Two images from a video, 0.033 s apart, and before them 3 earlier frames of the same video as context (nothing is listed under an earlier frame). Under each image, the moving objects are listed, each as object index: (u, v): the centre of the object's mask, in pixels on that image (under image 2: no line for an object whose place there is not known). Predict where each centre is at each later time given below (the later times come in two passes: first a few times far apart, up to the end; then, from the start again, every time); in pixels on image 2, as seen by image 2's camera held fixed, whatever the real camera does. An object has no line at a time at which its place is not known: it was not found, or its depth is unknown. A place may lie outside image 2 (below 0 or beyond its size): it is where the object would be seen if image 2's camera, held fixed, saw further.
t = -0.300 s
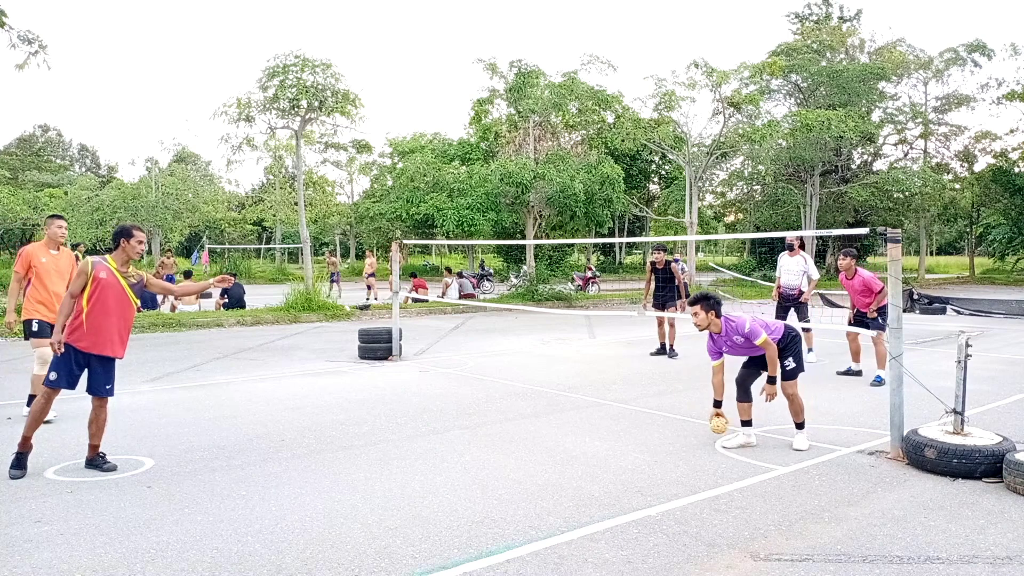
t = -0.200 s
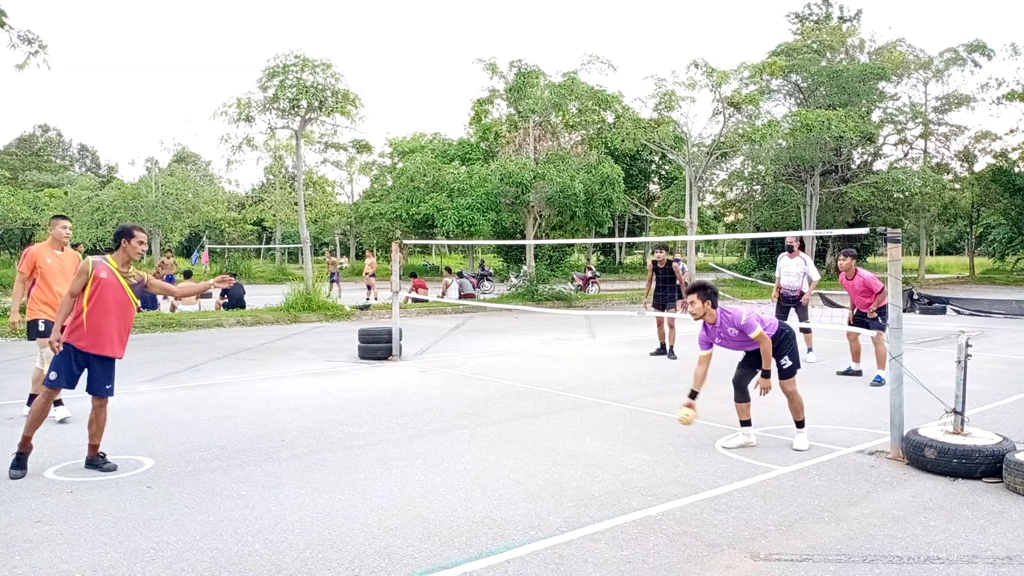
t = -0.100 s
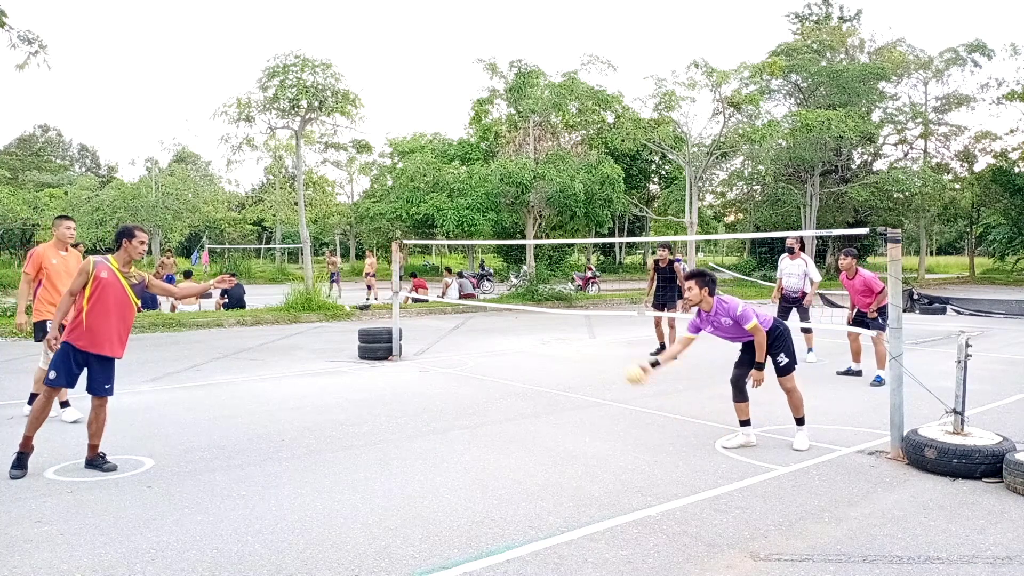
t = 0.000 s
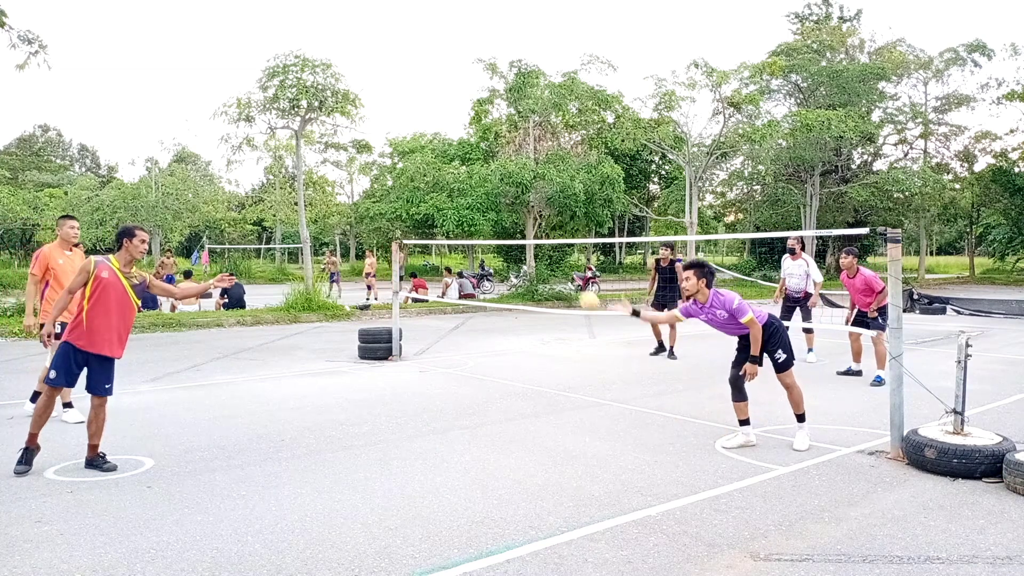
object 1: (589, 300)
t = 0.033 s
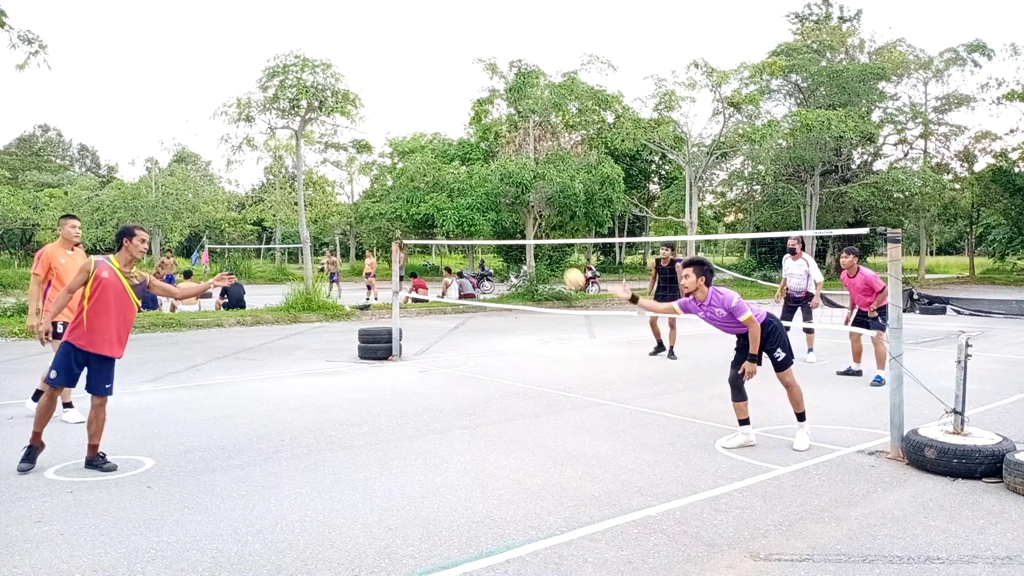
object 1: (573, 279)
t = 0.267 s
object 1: (465, 156)
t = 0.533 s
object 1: (330, 104)
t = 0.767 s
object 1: (199, 154)
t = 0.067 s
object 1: (559, 257)
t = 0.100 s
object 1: (544, 237)
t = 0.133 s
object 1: (529, 219)
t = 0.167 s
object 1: (513, 201)
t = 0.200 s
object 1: (498, 185)
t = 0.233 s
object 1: (481, 170)
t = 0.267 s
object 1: (465, 156)
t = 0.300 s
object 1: (450, 145)
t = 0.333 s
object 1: (433, 136)
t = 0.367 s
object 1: (415, 127)
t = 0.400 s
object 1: (398, 119)
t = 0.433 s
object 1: (381, 113)
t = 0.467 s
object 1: (363, 109)
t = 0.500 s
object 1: (347, 105)
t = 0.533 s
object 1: (330, 104)
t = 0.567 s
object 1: (311, 105)
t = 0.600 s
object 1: (293, 108)
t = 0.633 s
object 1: (276, 112)
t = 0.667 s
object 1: (256, 119)
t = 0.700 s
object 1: (239, 128)
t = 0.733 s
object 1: (221, 140)
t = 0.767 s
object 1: (199, 154)
